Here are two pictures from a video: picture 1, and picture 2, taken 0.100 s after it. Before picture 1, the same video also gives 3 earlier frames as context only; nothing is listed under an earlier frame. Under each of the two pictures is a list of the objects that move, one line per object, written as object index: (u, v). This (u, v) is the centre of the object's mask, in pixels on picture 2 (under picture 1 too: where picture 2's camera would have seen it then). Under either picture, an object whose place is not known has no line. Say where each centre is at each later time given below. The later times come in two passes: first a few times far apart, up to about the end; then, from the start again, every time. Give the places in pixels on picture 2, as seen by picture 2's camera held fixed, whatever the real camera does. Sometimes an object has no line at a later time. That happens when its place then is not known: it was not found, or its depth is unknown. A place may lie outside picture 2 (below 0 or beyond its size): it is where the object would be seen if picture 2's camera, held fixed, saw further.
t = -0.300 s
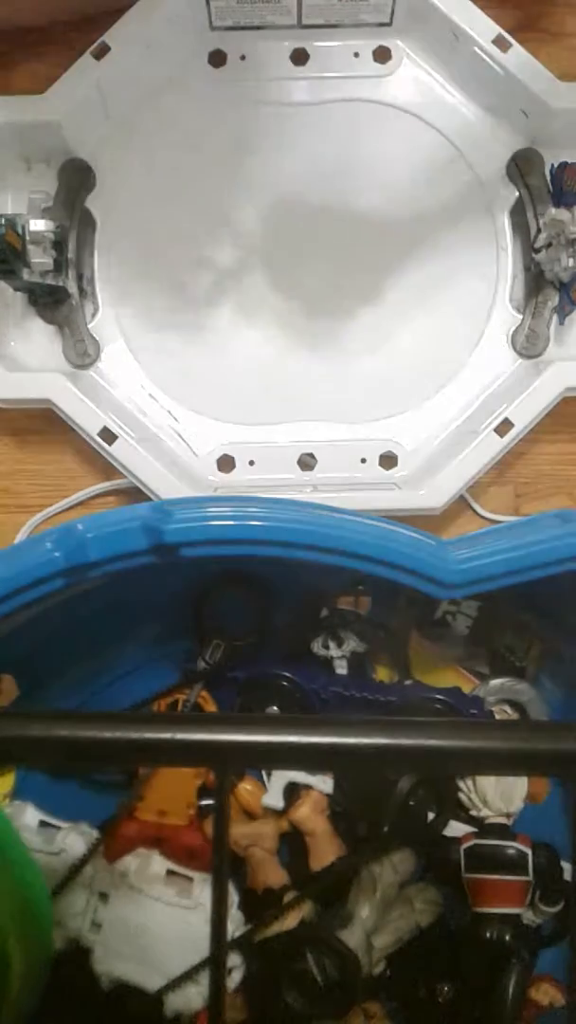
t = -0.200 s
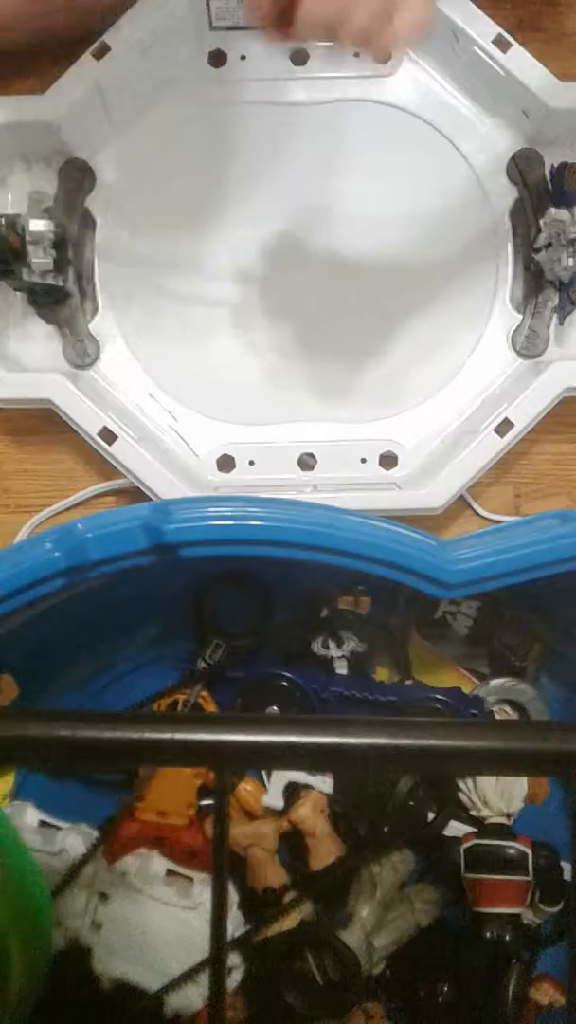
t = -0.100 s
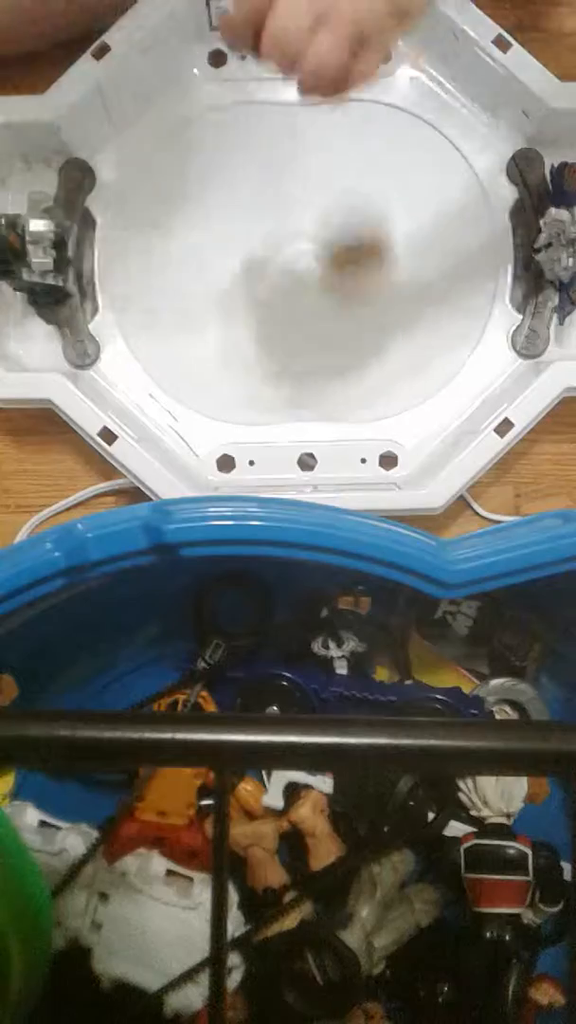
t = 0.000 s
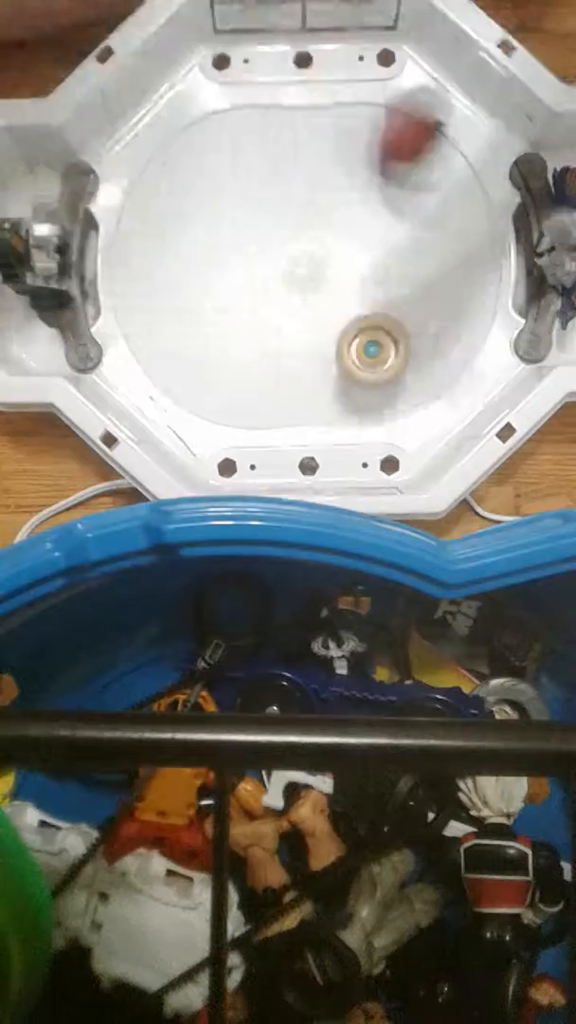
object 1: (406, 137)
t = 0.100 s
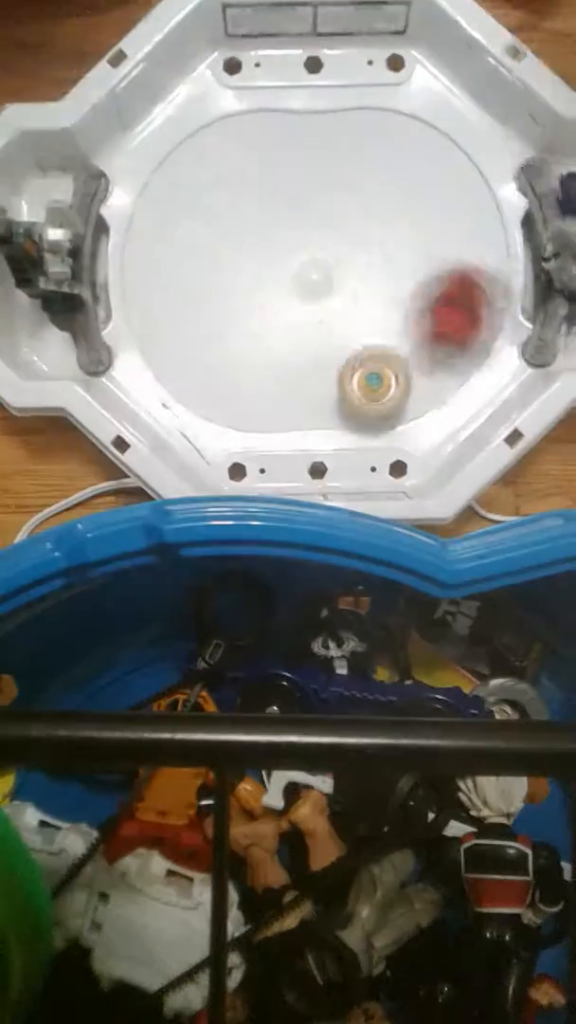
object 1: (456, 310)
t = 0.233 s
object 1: (219, 255)
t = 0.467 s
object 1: (96, 156)
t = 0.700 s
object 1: (128, 177)
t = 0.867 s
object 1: (152, 213)
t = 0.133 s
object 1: (403, 298)
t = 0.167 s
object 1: (335, 294)
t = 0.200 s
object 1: (280, 284)
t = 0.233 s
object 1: (219, 255)
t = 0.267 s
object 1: (166, 236)
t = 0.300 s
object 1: (120, 206)
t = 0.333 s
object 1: (107, 200)
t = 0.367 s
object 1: (98, 193)
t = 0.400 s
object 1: (88, 177)
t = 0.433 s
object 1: (87, 163)
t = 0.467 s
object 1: (96, 156)
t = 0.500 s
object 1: (113, 158)
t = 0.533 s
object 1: (130, 165)
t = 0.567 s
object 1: (156, 172)
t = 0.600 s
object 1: (177, 179)
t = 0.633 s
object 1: (186, 186)
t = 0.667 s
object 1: (148, 176)
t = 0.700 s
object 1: (128, 177)
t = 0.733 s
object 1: (117, 183)
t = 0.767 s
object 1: (118, 202)
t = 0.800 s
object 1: (126, 209)
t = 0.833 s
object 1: (138, 211)
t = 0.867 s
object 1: (152, 213)
